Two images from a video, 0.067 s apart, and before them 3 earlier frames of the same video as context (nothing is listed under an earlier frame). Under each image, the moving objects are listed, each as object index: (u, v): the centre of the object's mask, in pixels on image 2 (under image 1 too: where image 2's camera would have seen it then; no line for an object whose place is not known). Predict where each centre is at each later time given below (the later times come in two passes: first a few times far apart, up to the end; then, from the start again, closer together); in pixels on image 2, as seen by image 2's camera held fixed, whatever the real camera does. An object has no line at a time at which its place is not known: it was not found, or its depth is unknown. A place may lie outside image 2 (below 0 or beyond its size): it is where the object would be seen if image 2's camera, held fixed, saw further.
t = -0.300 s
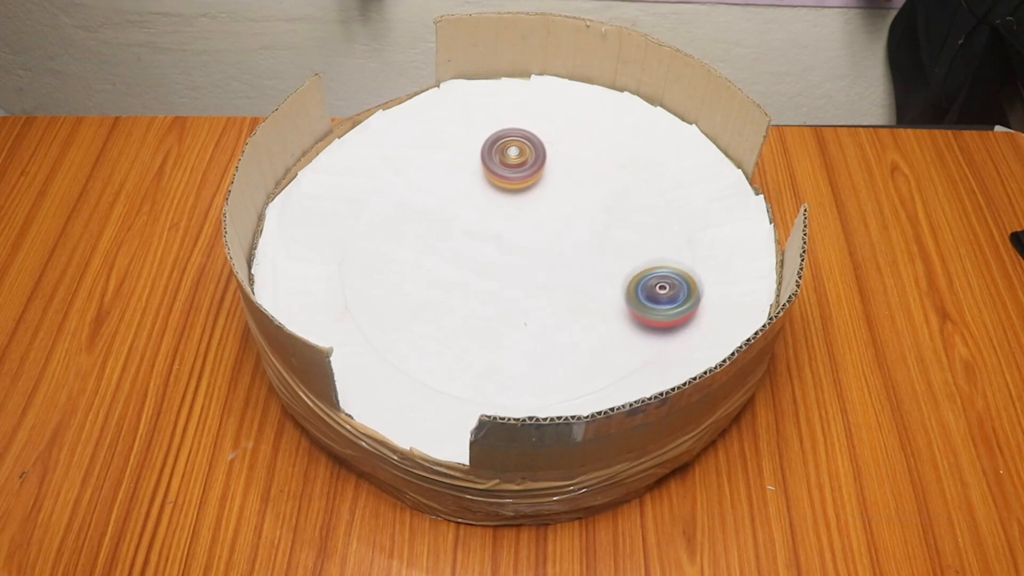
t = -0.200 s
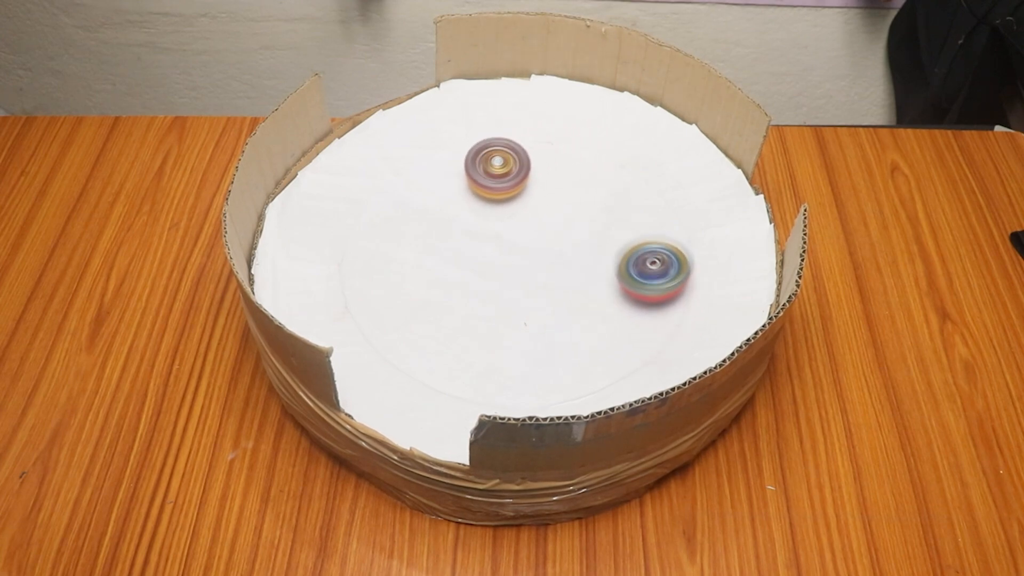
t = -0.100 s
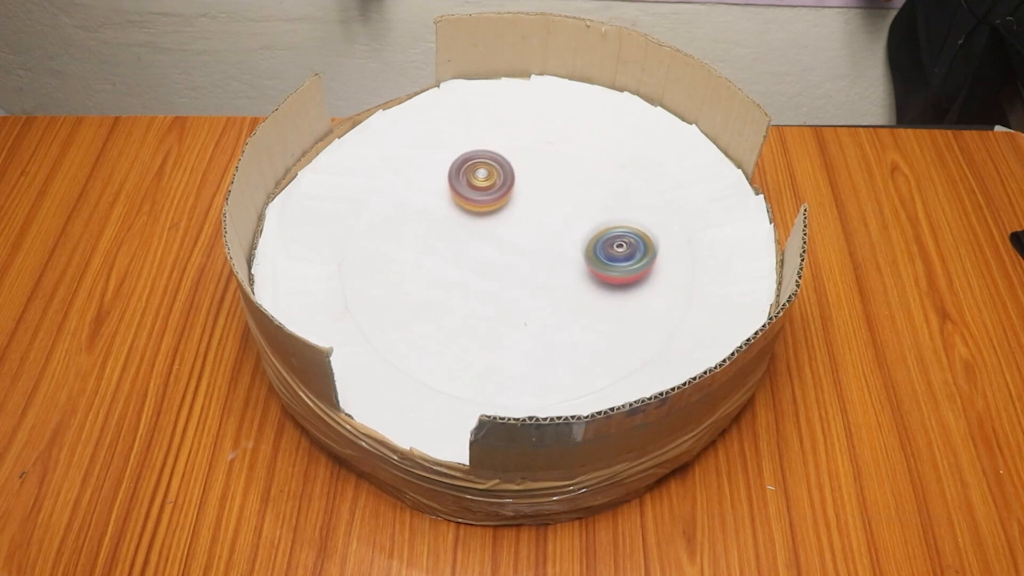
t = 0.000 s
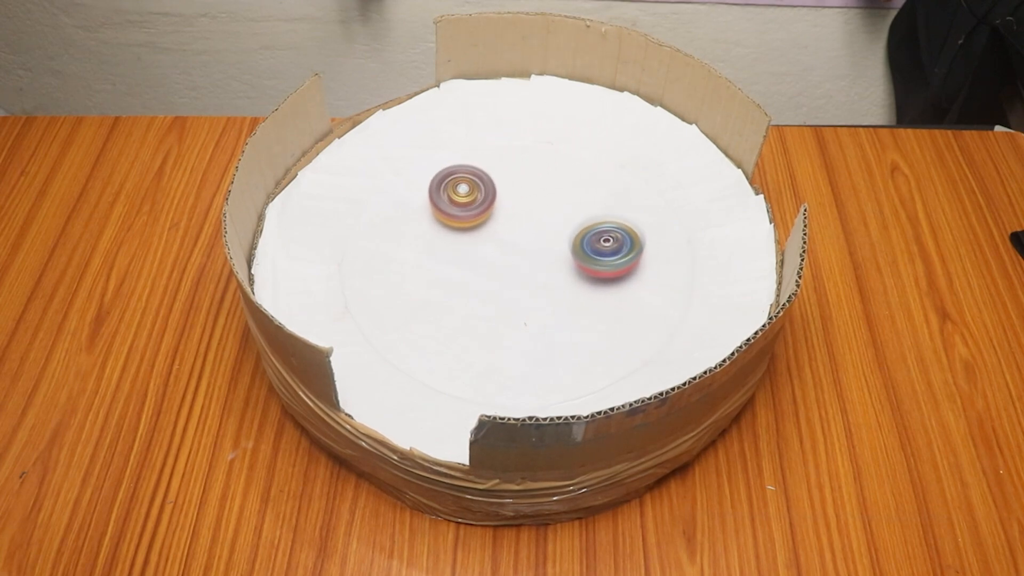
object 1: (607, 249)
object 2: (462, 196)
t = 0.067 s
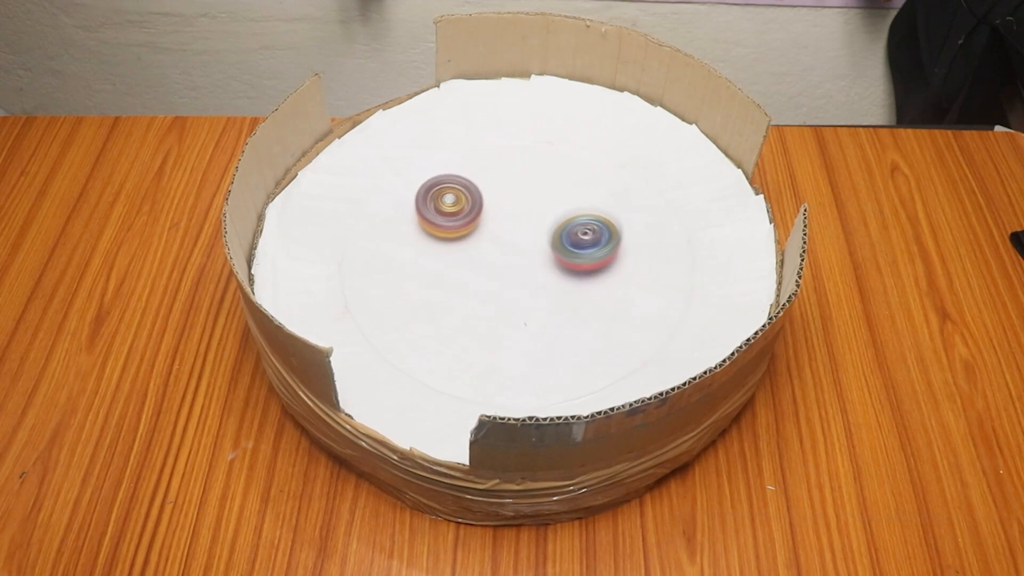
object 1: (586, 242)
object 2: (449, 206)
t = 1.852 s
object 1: (361, 248)
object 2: (419, 319)
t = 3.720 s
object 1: (568, 145)
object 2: (641, 242)
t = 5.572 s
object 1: (573, 267)
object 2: (518, 206)
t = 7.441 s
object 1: (587, 220)
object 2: (477, 285)
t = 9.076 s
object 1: (509, 320)
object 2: (609, 280)
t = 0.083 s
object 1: (578, 239)
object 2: (444, 207)
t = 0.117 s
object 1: (564, 233)
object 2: (434, 210)
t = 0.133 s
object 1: (557, 231)
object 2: (428, 211)
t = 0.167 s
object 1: (542, 230)
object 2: (417, 212)
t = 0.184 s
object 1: (535, 232)
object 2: (412, 212)
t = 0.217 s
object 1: (525, 234)
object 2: (403, 212)
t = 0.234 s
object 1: (521, 237)
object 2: (398, 211)
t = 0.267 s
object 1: (511, 246)
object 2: (388, 209)
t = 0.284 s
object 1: (505, 251)
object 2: (383, 208)
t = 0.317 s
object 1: (496, 259)
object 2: (374, 207)
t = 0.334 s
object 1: (492, 265)
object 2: (371, 205)
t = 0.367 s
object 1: (484, 277)
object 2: (366, 205)
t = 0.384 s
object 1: (480, 283)
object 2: (364, 204)
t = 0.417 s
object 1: (472, 294)
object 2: (365, 203)
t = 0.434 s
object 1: (468, 298)
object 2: (368, 203)
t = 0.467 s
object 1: (464, 304)
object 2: (372, 202)
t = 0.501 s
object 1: (464, 311)
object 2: (375, 202)
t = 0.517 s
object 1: (465, 314)
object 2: (378, 202)
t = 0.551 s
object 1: (466, 320)
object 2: (383, 202)
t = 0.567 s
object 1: (465, 323)
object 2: (385, 202)
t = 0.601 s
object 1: (466, 329)
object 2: (387, 202)
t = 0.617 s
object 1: (467, 334)
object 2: (388, 202)
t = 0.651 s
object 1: (468, 343)
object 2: (386, 203)
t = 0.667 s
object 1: (471, 347)
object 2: (385, 203)
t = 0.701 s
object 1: (477, 358)
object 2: (383, 202)
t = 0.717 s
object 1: (480, 364)
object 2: (383, 203)
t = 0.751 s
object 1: (491, 373)
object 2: (385, 204)
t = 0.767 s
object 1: (498, 374)
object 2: (385, 205)
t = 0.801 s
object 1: (514, 375)
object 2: (385, 208)
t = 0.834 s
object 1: (529, 371)
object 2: (384, 211)
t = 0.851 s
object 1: (537, 366)
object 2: (383, 212)
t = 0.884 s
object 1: (552, 355)
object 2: (380, 217)
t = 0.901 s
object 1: (558, 348)
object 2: (379, 219)
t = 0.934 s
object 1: (566, 335)
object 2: (378, 226)
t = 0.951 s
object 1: (570, 329)
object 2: (378, 230)
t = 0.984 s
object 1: (579, 317)
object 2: (380, 237)
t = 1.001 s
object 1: (583, 311)
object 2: (381, 240)
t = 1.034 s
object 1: (587, 298)
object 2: (382, 245)
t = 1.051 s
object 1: (589, 292)
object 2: (383, 248)
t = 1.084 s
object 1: (591, 281)
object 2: (383, 253)
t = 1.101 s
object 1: (590, 276)
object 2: (382, 255)
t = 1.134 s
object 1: (585, 266)
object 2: (382, 259)
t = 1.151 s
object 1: (582, 260)
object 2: (382, 262)
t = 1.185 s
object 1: (574, 246)
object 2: (384, 268)
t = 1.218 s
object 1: (566, 233)
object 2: (387, 274)
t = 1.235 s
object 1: (562, 227)
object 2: (389, 276)
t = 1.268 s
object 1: (550, 218)
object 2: (393, 282)
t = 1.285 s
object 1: (544, 213)
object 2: (395, 286)
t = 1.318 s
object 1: (531, 207)
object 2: (399, 291)
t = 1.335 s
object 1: (523, 205)
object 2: (401, 292)
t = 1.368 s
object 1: (507, 202)
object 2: (405, 295)
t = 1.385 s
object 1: (498, 201)
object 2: (406, 295)
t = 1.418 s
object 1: (481, 198)
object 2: (407, 296)
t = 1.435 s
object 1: (472, 196)
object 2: (408, 297)
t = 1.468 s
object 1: (452, 194)
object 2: (410, 301)
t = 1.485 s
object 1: (442, 193)
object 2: (411, 304)
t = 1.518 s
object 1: (424, 193)
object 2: (410, 309)
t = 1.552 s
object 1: (410, 195)
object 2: (410, 313)
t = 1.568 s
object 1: (404, 197)
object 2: (411, 316)
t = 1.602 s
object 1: (392, 202)
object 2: (412, 319)
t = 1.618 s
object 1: (387, 205)
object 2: (412, 320)
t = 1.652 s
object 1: (380, 211)
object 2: (412, 322)
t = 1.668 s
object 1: (377, 213)
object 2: (412, 322)
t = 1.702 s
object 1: (373, 216)
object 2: (411, 321)
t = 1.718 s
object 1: (370, 218)
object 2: (412, 321)
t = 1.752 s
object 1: (365, 225)
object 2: (412, 320)
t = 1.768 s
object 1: (362, 227)
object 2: (413, 320)
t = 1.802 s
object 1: (359, 235)
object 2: (414, 319)
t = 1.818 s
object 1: (358, 239)
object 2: (415, 319)
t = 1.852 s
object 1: (361, 248)
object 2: (419, 319)
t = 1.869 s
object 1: (364, 254)
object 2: (422, 318)
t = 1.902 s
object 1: (374, 263)
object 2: (428, 318)
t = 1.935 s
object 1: (383, 273)
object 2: (436, 318)
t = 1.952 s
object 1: (385, 276)
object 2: (442, 319)
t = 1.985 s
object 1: (388, 282)
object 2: (453, 320)
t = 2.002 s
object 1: (391, 285)
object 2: (458, 320)
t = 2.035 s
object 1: (399, 289)
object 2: (471, 322)
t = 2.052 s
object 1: (404, 292)
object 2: (479, 323)
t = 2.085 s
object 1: (415, 294)
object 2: (491, 325)
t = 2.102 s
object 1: (423, 294)
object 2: (498, 326)
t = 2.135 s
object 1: (436, 289)
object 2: (509, 327)
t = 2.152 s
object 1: (442, 285)
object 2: (515, 327)
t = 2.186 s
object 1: (453, 276)
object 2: (527, 325)
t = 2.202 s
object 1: (458, 271)
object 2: (534, 325)
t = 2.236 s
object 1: (466, 261)
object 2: (547, 322)
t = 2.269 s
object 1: (471, 250)
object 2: (556, 321)
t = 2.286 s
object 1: (474, 245)
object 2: (559, 321)
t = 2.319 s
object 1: (481, 235)
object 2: (563, 322)
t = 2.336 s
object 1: (483, 230)
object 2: (566, 323)
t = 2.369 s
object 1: (485, 220)
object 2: (569, 324)
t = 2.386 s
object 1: (487, 215)
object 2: (571, 325)
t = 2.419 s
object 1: (490, 206)
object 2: (576, 324)
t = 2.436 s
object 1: (490, 200)
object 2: (579, 324)
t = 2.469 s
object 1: (487, 191)
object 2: (587, 321)
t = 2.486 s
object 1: (484, 187)
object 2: (591, 320)
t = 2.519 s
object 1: (477, 179)
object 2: (601, 318)
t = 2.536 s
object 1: (473, 175)
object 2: (605, 317)
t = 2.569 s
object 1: (462, 170)
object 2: (615, 314)
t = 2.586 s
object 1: (456, 168)
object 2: (620, 313)
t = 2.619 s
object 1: (443, 166)
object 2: (629, 311)
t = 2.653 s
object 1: (430, 165)
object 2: (638, 310)
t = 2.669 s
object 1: (423, 164)
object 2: (643, 309)
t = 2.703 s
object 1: (410, 164)
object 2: (650, 308)
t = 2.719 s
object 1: (404, 165)
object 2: (653, 307)
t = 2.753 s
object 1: (391, 169)
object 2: (658, 305)
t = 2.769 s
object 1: (386, 173)
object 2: (660, 304)
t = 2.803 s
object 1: (379, 185)
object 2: (665, 303)
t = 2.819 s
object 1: (377, 192)
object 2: (667, 303)
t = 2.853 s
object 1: (377, 205)
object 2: (670, 301)
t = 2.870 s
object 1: (378, 211)
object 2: (671, 301)
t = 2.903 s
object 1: (385, 221)
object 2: (673, 301)
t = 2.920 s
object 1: (389, 225)
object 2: (673, 301)
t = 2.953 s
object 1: (399, 234)
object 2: (668, 304)
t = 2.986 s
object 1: (408, 242)
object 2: (664, 304)
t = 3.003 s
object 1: (413, 245)
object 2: (662, 303)
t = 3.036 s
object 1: (426, 249)
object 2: (659, 300)
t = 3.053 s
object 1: (434, 252)
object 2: (658, 299)
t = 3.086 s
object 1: (450, 255)
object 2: (656, 295)
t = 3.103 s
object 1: (457, 257)
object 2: (656, 292)
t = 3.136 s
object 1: (471, 256)
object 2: (656, 289)
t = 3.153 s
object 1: (479, 256)
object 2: (657, 287)
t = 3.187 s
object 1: (498, 255)
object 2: (657, 284)
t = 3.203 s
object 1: (508, 255)
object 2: (658, 282)
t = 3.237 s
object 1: (528, 255)
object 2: (660, 278)
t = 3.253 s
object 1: (537, 255)
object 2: (662, 276)
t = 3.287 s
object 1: (554, 252)
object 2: (665, 273)
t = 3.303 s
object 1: (562, 251)
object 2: (667, 272)
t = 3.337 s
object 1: (578, 247)
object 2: (667, 267)
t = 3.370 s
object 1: (592, 240)
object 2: (666, 262)
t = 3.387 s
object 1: (596, 235)
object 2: (666, 260)
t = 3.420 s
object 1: (602, 223)
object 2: (665, 257)
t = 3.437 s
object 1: (603, 218)
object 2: (665, 256)
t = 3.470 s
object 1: (607, 205)
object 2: (664, 255)
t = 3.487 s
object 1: (609, 198)
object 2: (663, 254)
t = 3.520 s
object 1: (611, 186)
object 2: (662, 253)
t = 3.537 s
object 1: (611, 179)
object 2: (661, 252)
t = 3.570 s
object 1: (610, 167)
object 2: (659, 250)
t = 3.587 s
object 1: (609, 162)
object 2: (659, 249)
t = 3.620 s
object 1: (606, 151)
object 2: (657, 248)
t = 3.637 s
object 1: (603, 148)
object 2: (655, 247)
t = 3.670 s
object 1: (590, 144)
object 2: (650, 245)
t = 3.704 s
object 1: (574, 145)
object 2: (644, 244)
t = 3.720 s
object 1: (568, 145)
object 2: (641, 242)
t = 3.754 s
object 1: (556, 150)
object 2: (634, 241)
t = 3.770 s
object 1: (552, 154)
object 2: (630, 240)
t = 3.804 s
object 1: (542, 161)
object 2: (622, 238)
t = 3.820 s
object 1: (537, 165)
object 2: (617, 236)
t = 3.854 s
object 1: (528, 173)
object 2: (609, 232)
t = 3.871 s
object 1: (523, 178)
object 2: (604, 230)
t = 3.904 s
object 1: (519, 188)
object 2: (595, 228)
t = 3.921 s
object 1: (517, 194)
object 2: (590, 229)
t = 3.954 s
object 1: (514, 205)
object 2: (577, 230)
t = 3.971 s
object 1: (507, 208)
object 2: (577, 233)
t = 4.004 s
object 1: (494, 214)
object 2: (576, 236)
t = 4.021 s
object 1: (488, 216)
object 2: (574, 237)
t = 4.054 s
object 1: (481, 221)
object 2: (569, 236)
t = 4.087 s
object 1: (479, 226)
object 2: (564, 234)
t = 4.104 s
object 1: (477, 228)
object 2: (562, 233)
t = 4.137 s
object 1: (475, 233)
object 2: (557, 230)
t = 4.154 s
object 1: (474, 235)
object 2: (555, 228)
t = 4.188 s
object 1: (472, 242)
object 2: (552, 225)
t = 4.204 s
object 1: (474, 245)
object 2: (552, 224)
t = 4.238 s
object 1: (478, 253)
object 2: (549, 221)
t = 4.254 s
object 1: (482, 256)
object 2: (548, 218)
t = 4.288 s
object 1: (488, 264)
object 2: (543, 213)
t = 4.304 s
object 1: (490, 269)
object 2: (542, 210)
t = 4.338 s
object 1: (495, 278)
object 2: (539, 207)
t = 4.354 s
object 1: (498, 283)
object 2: (538, 205)
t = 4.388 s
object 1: (506, 293)
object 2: (537, 202)
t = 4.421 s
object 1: (517, 298)
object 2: (537, 197)
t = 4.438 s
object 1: (523, 300)
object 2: (537, 194)
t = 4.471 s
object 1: (535, 304)
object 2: (538, 188)
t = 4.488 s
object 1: (540, 307)
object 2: (539, 184)
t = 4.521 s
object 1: (550, 313)
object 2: (543, 179)
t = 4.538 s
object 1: (554, 314)
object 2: (545, 177)
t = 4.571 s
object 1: (562, 313)
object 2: (550, 174)
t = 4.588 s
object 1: (566, 311)
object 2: (554, 174)
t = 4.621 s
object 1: (574, 305)
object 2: (560, 175)
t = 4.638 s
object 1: (580, 303)
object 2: (561, 177)
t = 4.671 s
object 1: (590, 300)
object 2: (564, 180)
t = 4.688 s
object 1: (595, 299)
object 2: (566, 182)
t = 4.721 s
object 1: (606, 296)
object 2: (568, 185)
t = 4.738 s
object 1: (612, 293)
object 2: (569, 187)
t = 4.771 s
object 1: (619, 287)
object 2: (570, 189)
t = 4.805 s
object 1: (622, 280)
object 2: (571, 191)
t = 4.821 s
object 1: (622, 276)
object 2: (571, 193)
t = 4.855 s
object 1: (619, 269)
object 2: (570, 196)
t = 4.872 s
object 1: (615, 266)
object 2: (569, 197)
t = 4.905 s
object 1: (608, 258)
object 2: (568, 200)
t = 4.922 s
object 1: (604, 255)
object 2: (567, 201)
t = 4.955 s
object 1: (599, 248)
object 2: (564, 203)
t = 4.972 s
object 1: (598, 245)
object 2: (561, 201)
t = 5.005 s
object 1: (603, 248)
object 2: (557, 199)
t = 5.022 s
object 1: (604, 250)
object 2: (554, 198)
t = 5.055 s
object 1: (608, 250)
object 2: (549, 197)
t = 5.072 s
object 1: (611, 251)
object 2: (547, 197)
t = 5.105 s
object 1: (616, 252)
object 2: (542, 198)
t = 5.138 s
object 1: (621, 255)
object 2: (539, 197)
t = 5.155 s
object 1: (625, 255)
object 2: (537, 196)
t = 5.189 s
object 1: (634, 256)
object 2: (535, 196)
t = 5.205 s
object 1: (638, 256)
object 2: (534, 196)
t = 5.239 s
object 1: (640, 255)
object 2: (530, 195)
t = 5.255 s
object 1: (638, 254)
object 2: (529, 196)
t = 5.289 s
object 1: (633, 250)
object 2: (526, 196)
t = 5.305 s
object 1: (629, 249)
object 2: (525, 196)
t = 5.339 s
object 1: (620, 247)
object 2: (523, 197)
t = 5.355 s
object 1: (615, 246)
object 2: (523, 198)
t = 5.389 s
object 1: (603, 248)
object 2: (522, 201)
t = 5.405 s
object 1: (597, 248)
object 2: (521, 202)
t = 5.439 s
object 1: (584, 248)
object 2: (520, 204)
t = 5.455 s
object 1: (579, 247)
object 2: (521, 205)
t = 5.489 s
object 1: (572, 247)
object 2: (521, 206)
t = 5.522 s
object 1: (573, 255)
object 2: (519, 204)
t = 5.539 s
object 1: (573, 260)
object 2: (518, 204)
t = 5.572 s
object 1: (573, 267)
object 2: (518, 206)
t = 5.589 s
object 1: (574, 269)
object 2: (519, 208)
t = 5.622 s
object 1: (576, 272)
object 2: (519, 211)
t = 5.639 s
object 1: (575, 274)
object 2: (519, 213)
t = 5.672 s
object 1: (573, 275)
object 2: (519, 220)
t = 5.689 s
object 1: (570, 275)
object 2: (520, 224)
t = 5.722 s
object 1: (561, 273)
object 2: (518, 227)
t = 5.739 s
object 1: (558, 275)
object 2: (517, 228)
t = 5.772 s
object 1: (556, 280)
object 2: (511, 229)
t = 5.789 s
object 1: (557, 283)
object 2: (508, 229)
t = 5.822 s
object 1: (557, 289)
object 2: (502, 227)
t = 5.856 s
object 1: (557, 296)
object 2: (498, 226)
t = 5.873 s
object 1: (557, 300)
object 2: (496, 226)
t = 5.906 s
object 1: (556, 305)
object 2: (489, 225)
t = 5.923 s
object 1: (556, 306)
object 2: (487, 225)
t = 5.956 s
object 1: (557, 306)
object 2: (481, 228)
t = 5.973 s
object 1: (557, 305)
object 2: (479, 230)
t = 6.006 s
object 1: (556, 303)
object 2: (475, 235)
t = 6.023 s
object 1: (556, 301)
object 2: (473, 237)
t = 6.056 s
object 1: (556, 297)
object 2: (469, 240)
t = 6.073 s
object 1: (554, 296)
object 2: (468, 241)
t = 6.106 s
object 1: (549, 296)
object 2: (464, 242)
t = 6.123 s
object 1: (547, 297)
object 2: (463, 243)
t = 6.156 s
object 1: (541, 301)
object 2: (461, 244)
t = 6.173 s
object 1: (538, 304)
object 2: (460, 245)
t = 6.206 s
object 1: (534, 309)
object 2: (456, 247)
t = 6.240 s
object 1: (529, 316)
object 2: (453, 248)
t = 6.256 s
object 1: (526, 321)
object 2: (452, 250)
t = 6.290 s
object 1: (518, 327)
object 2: (452, 254)
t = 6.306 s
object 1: (514, 330)
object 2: (453, 256)
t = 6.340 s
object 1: (508, 338)
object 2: (454, 261)
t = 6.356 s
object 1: (504, 340)
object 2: (455, 263)
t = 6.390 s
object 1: (495, 345)
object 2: (453, 266)
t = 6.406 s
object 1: (491, 346)
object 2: (452, 268)
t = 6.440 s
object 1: (485, 348)
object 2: (449, 271)
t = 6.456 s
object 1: (482, 350)
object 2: (448, 272)
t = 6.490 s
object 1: (478, 355)
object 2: (446, 274)
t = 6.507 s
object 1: (477, 358)
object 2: (445, 276)
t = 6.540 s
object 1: (476, 363)
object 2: (444, 279)
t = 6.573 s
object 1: (475, 369)
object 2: (443, 284)
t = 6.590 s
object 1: (475, 371)
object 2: (442, 286)
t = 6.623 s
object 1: (477, 370)
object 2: (440, 288)
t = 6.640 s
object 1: (481, 367)
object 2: (439, 289)
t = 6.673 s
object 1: (487, 365)
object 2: (438, 291)
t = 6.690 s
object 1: (489, 365)
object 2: (438, 292)
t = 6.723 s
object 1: (496, 363)
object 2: (437, 293)
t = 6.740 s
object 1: (499, 361)
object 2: (436, 293)
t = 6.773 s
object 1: (504, 356)
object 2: (436, 294)
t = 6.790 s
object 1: (507, 353)
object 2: (436, 294)
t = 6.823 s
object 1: (512, 348)
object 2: (436, 295)
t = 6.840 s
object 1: (513, 345)
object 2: (437, 295)
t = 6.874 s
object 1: (513, 339)
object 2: (438, 296)
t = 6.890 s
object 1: (512, 336)
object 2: (439, 298)
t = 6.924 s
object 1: (512, 331)
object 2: (440, 301)
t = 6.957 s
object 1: (514, 328)
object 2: (443, 303)
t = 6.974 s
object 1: (518, 327)
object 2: (445, 304)
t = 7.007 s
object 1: (522, 324)
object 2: (447, 305)
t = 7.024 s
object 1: (523, 321)
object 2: (448, 305)
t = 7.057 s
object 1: (528, 316)
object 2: (449, 305)
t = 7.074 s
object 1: (531, 313)
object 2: (449, 305)
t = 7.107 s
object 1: (539, 307)
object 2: (451, 304)
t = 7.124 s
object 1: (543, 304)
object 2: (452, 304)
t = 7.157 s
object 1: (551, 301)
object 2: (454, 304)
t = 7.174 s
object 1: (553, 297)
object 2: (455, 303)
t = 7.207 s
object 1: (561, 290)
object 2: (457, 302)
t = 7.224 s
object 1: (564, 286)
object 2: (457, 301)
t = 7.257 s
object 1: (572, 278)
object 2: (458, 300)
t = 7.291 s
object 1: (576, 267)
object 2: (459, 298)
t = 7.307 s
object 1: (578, 262)
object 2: (459, 296)
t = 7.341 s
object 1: (580, 251)
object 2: (462, 292)
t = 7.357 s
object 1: (582, 246)
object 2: (464, 291)
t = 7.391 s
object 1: (585, 235)
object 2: (469, 288)
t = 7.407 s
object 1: (586, 231)
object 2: (471, 286)
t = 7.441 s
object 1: (587, 220)
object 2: (477, 285)
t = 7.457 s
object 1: (587, 215)
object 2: (480, 284)
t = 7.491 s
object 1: (588, 206)
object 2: (486, 283)
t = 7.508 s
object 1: (588, 203)
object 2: (488, 281)
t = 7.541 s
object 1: (587, 196)
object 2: (493, 278)
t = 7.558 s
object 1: (587, 193)
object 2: (495, 276)
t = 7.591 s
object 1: (586, 186)
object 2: (501, 272)
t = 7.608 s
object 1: (586, 181)
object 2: (503, 270)
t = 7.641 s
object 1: (582, 174)
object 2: (510, 267)
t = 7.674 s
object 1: (577, 167)
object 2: (516, 264)
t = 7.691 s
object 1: (575, 165)
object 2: (519, 262)
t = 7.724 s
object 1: (570, 159)
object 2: (523, 258)
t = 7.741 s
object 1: (567, 157)
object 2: (525, 256)
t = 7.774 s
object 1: (559, 154)
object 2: (530, 253)
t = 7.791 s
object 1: (555, 153)
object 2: (533, 251)
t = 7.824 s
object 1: (547, 151)
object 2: (539, 249)
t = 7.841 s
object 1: (543, 150)
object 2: (543, 248)
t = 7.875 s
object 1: (535, 150)
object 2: (550, 245)
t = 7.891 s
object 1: (532, 151)
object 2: (553, 244)
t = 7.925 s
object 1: (523, 153)
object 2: (557, 243)
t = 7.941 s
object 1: (520, 154)
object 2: (559, 241)
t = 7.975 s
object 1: (513, 158)
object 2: (562, 238)
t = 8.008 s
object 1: (506, 163)
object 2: (565, 234)
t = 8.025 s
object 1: (503, 165)
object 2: (567, 232)
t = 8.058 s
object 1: (498, 171)
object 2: (574, 230)
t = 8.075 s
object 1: (496, 175)
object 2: (577, 228)
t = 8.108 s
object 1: (493, 180)
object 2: (583, 228)
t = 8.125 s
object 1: (492, 184)
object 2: (585, 228)
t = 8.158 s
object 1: (492, 191)
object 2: (587, 230)
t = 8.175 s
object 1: (491, 195)
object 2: (588, 232)
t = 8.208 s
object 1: (491, 202)
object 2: (587, 237)
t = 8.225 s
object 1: (491, 206)
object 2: (587, 239)
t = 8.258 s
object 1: (488, 213)
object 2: (586, 245)
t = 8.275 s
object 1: (488, 217)
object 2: (585, 247)
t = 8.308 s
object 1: (492, 222)
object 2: (582, 251)
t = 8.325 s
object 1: (496, 225)
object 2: (580, 253)
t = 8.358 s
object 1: (504, 230)
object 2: (575, 254)
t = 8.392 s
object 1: (501, 234)
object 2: (582, 255)
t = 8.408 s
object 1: (495, 236)
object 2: (588, 255)
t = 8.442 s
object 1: (484, 240)
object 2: (597, 257)
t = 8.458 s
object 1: (481, 243)
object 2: (600, 258)
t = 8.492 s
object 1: (476, 248)
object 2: (603, 260)
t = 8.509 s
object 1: (475, 251)
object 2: (605, 262)
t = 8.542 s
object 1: (474, 257)
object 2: (608, 264)
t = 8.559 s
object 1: (473, 259)
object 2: (610, 265)
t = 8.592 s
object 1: (467, 263)
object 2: (612, 266)
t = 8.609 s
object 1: (466, 266)
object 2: (614, 266)
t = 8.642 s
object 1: (463, 271)
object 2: (615, 265)
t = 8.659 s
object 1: (462, 274)
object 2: (616, 265)
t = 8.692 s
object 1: (460, 279)
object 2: (619, 265)
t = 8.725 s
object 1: (458, 285)
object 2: (621, 265)
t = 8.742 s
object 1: (457, 288)
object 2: (623, 265)
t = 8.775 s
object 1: (456, 294)
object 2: (625, 267)
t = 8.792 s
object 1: (457, 297)
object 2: (626, 267)
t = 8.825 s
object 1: (460, 303)
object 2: (625, 270)
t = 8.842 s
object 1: (464, 305)
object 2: (624, 272)
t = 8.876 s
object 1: (470, 309)
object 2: (622, 275)
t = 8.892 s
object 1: (474, 311)
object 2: (622, 276)
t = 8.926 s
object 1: (481, 315)
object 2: (622, 279)
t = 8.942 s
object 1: (487, 317)
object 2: (622, 280)
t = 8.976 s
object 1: (497, 319)
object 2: (620, 281)
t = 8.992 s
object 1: (501, 318)
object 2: (618, 281)
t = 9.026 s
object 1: (506, 318)
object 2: (615, 281)
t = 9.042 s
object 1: (507, 319)
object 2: (613, 281)
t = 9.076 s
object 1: (509, 320)
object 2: (609, 280)
